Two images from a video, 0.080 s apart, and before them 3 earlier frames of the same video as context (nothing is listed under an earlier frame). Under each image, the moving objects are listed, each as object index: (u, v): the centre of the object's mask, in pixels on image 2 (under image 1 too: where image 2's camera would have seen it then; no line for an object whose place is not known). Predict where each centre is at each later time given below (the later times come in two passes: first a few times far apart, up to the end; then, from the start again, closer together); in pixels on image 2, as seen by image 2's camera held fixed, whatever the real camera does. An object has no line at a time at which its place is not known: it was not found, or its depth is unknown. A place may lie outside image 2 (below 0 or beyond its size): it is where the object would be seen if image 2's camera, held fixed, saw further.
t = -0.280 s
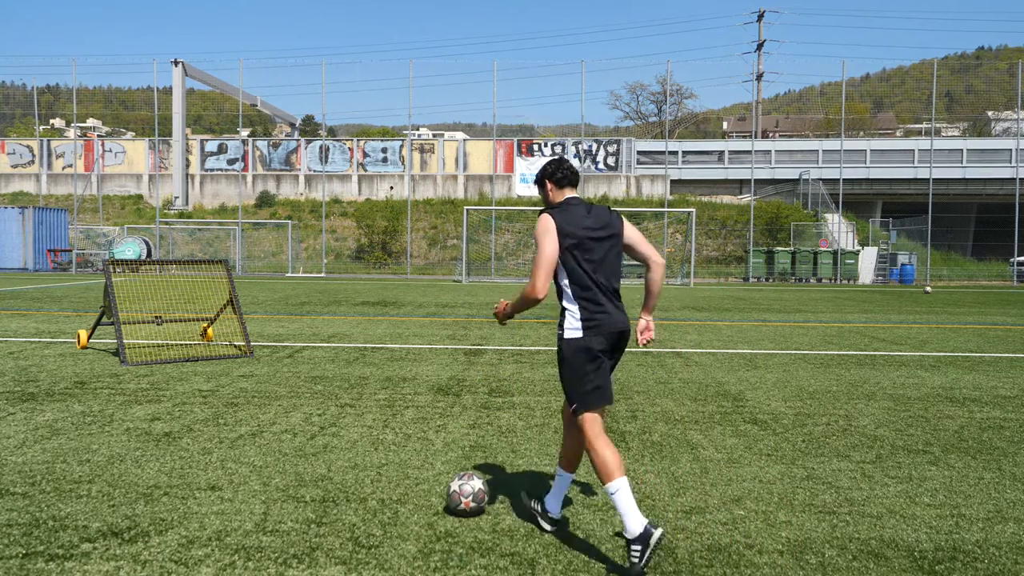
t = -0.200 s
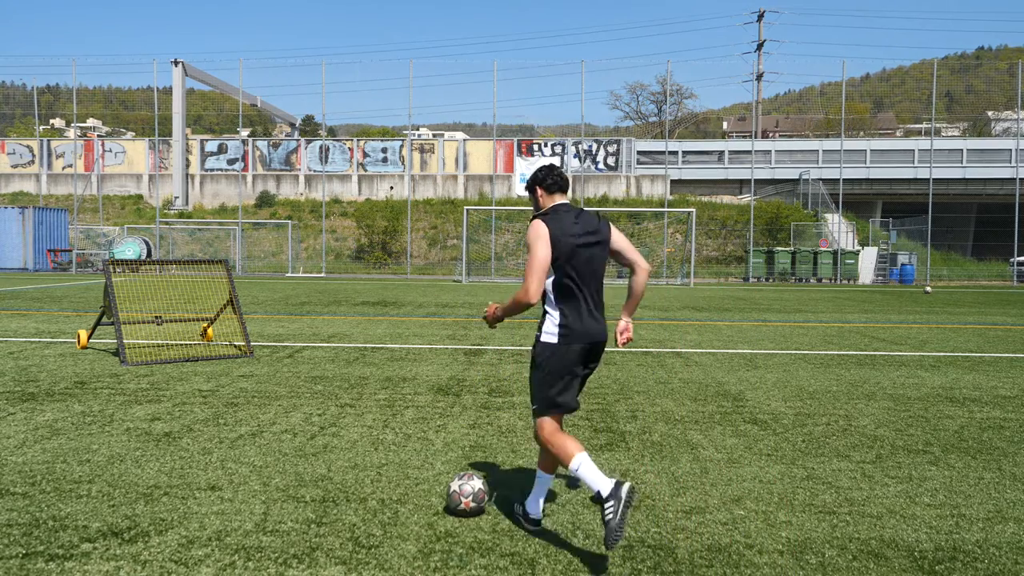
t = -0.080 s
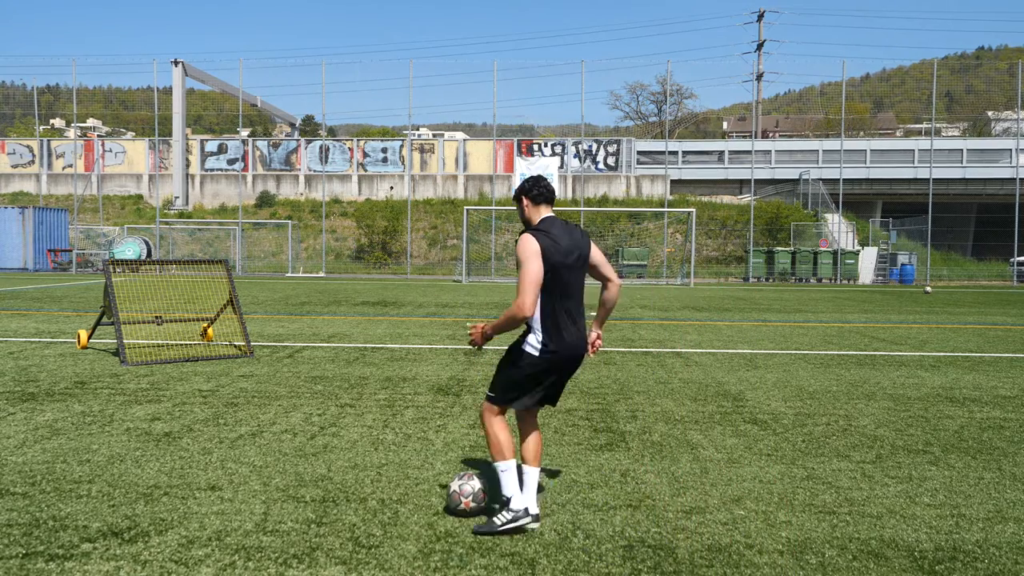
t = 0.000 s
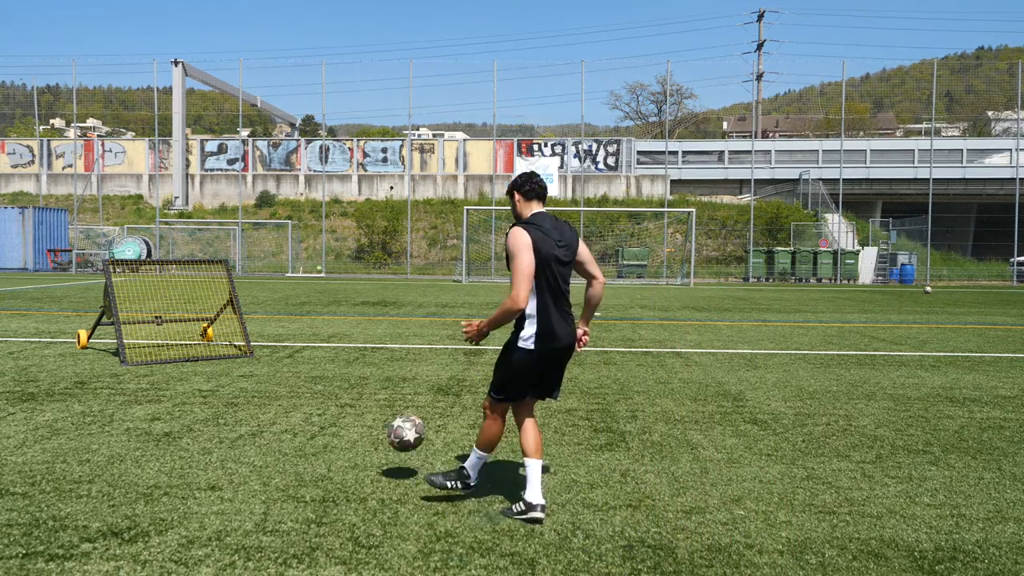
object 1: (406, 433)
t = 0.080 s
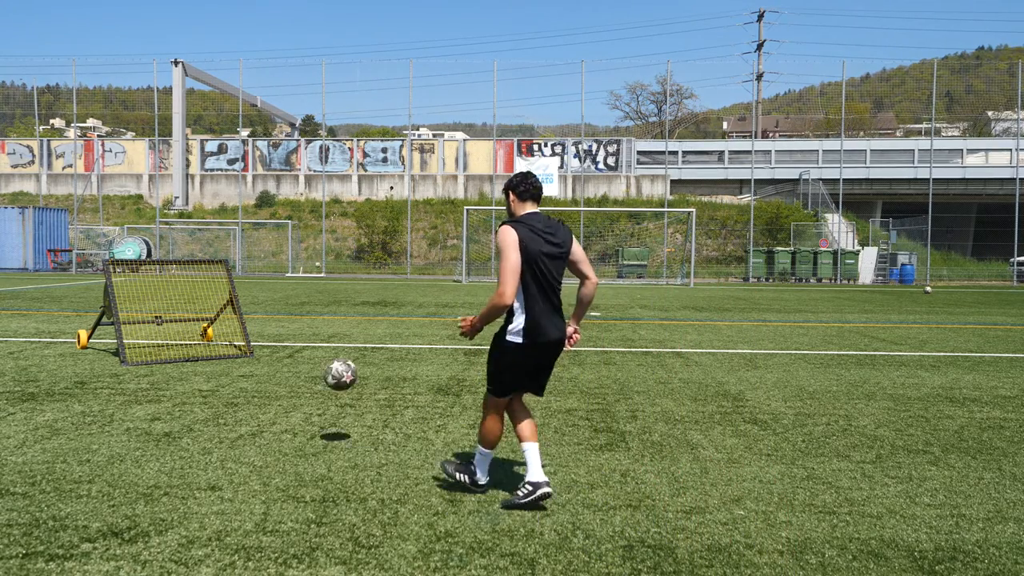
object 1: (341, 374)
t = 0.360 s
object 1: (211, 303)
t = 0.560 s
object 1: (176, 292)
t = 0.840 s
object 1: (230, 155)
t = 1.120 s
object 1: (303, 54)
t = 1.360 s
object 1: (386, 17)
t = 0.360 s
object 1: (211, 303)
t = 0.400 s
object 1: (200, 301)
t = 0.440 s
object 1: (190, 302)
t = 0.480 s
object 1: (181, 304)
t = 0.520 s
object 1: (172, 308)
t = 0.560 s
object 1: (176, 292)
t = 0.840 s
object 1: (230, 155)
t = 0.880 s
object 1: (240, 138)
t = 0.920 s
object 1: (249, 123)
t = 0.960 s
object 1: (259, 107)
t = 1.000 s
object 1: (269, 92)
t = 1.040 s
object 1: (280, 78)
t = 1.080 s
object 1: (291, 65)
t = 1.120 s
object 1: (303, 54)
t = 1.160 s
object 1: (315, 44)
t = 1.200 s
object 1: (327, 36)
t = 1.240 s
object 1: (341, 28)
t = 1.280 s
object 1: (355, 23)
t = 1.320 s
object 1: (370, 19)
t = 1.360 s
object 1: (386, 17)
